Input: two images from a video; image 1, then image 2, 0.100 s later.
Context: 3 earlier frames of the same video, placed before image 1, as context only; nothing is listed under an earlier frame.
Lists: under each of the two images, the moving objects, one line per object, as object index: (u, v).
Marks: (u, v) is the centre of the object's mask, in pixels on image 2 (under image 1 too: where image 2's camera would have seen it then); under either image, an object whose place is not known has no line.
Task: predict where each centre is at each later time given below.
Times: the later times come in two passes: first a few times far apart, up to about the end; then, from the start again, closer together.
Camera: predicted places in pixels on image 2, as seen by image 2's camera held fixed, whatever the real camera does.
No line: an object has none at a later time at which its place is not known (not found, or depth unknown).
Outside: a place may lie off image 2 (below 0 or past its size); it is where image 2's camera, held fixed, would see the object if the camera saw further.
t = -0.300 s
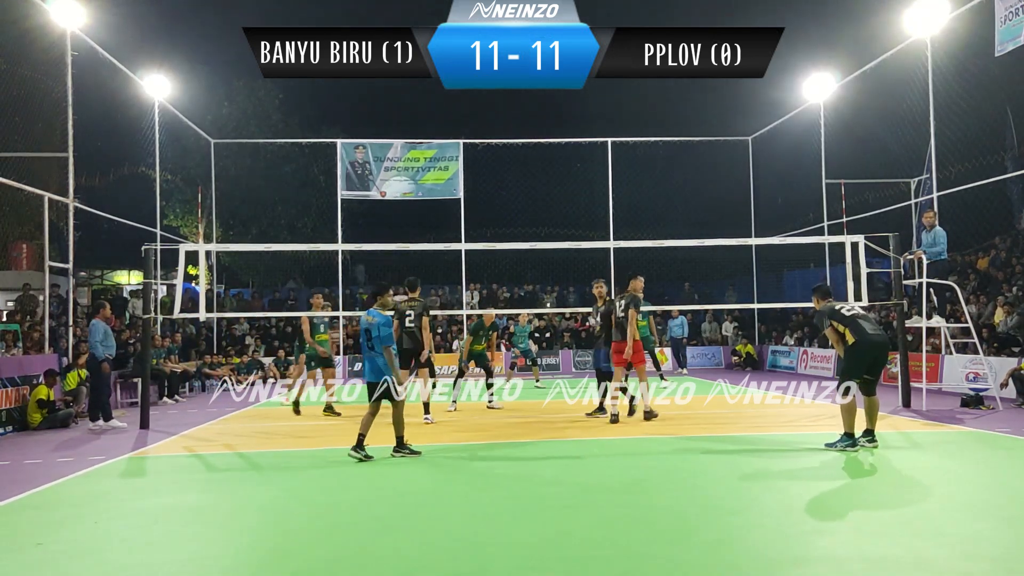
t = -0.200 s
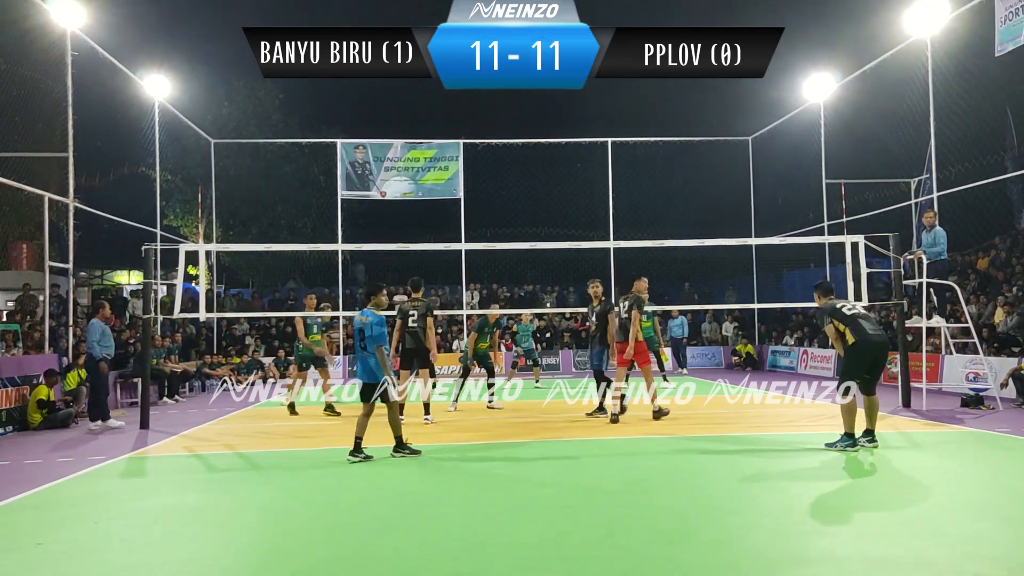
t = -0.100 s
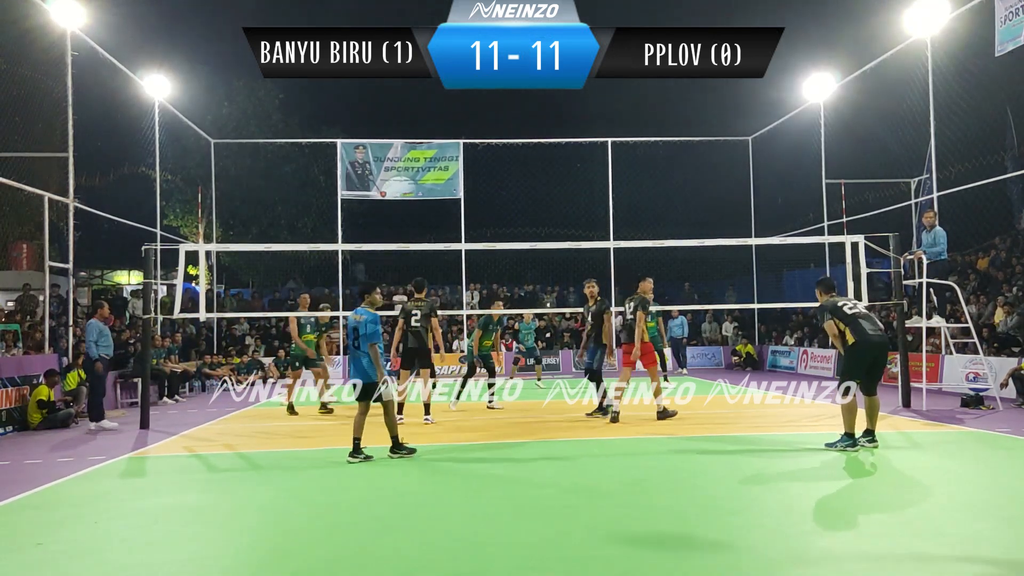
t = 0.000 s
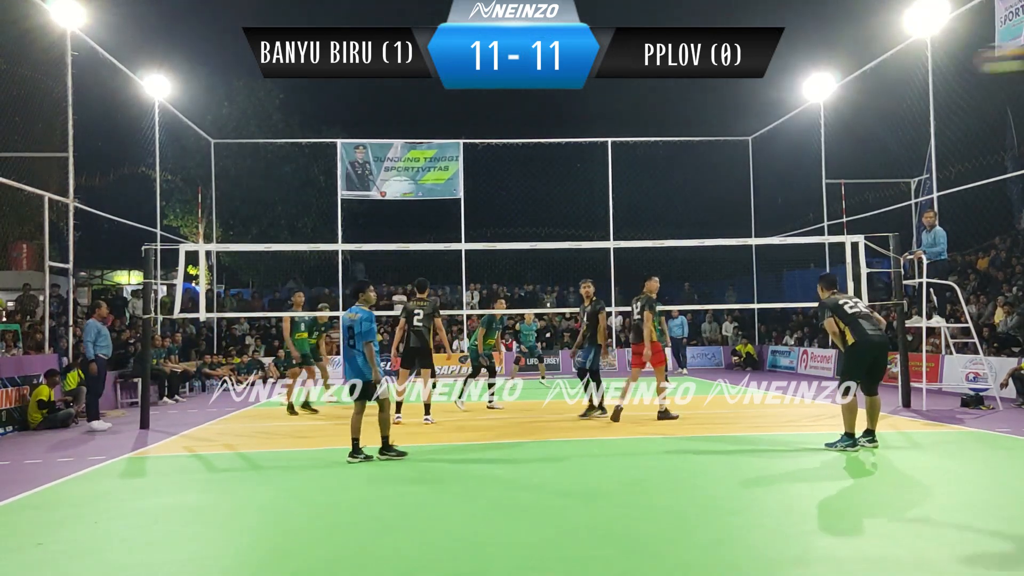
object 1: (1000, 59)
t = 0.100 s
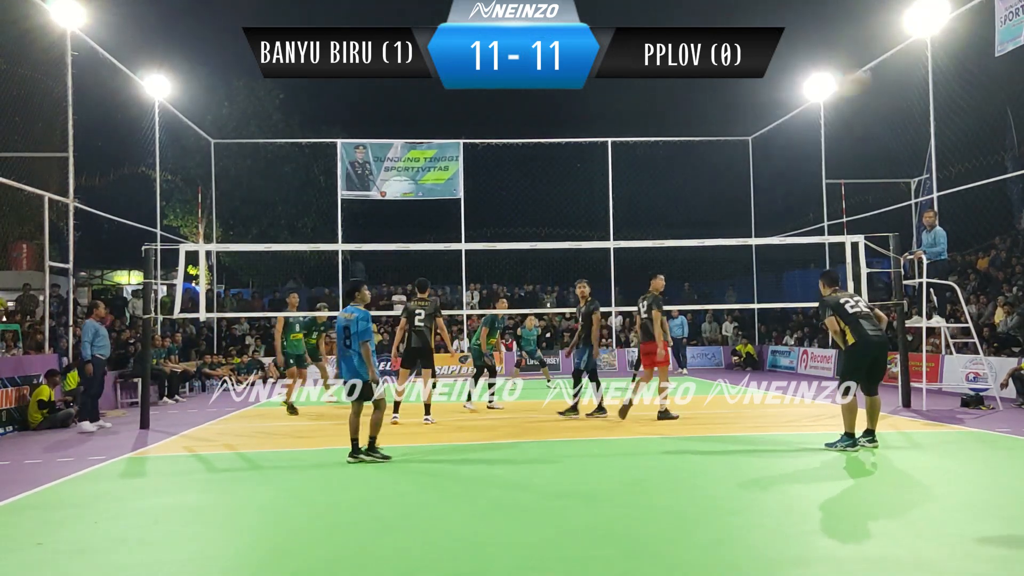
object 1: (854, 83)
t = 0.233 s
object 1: (705, 122)
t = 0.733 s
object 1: (449, 290)
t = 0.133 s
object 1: (797, 98)
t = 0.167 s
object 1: (766, 103)
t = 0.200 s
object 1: (734, 112)
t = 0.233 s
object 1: (705, 122)
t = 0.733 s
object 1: (449, 290)
